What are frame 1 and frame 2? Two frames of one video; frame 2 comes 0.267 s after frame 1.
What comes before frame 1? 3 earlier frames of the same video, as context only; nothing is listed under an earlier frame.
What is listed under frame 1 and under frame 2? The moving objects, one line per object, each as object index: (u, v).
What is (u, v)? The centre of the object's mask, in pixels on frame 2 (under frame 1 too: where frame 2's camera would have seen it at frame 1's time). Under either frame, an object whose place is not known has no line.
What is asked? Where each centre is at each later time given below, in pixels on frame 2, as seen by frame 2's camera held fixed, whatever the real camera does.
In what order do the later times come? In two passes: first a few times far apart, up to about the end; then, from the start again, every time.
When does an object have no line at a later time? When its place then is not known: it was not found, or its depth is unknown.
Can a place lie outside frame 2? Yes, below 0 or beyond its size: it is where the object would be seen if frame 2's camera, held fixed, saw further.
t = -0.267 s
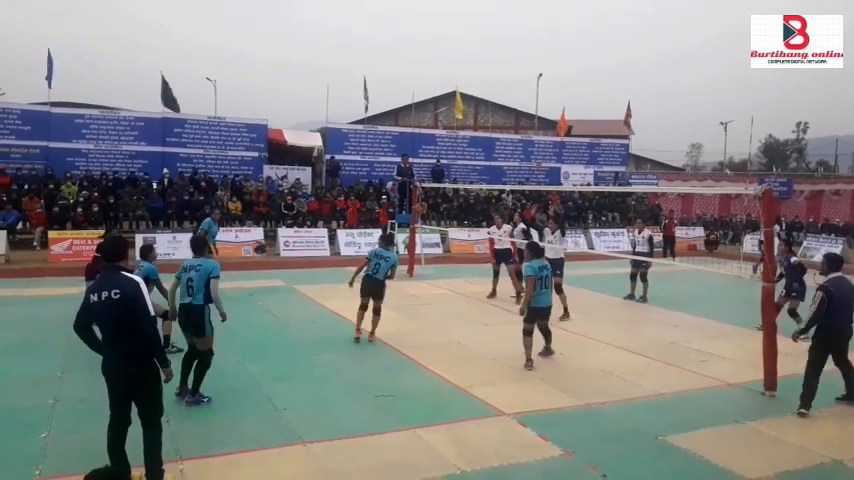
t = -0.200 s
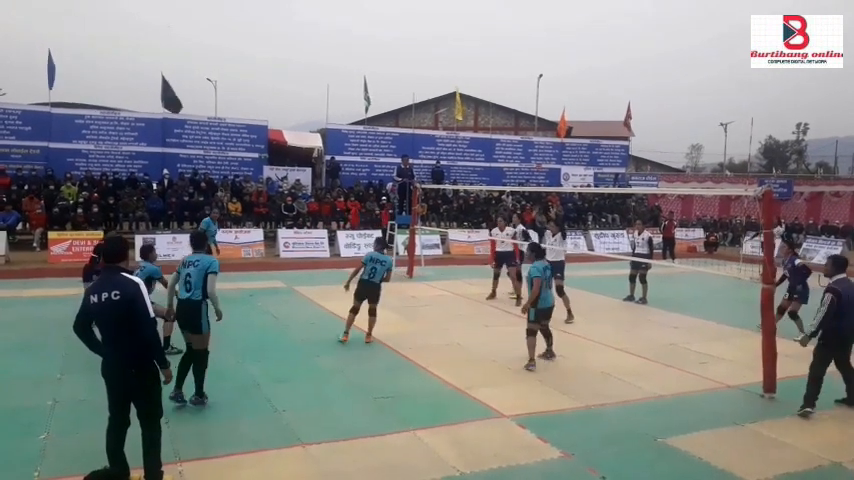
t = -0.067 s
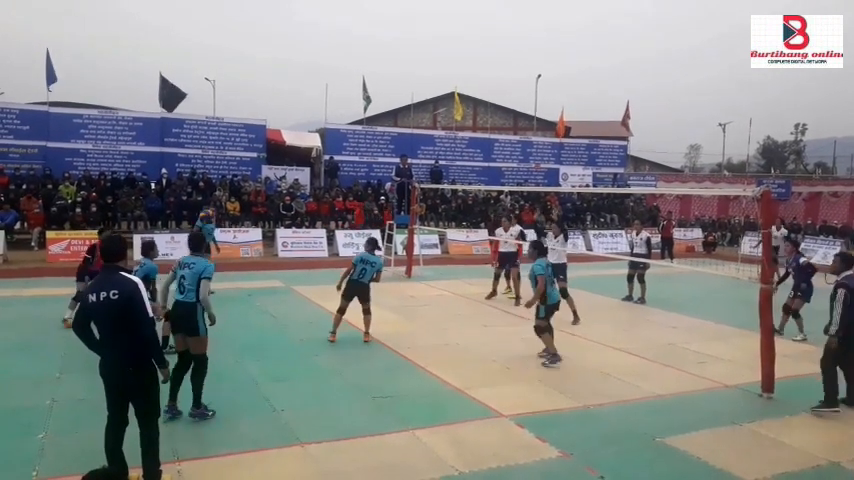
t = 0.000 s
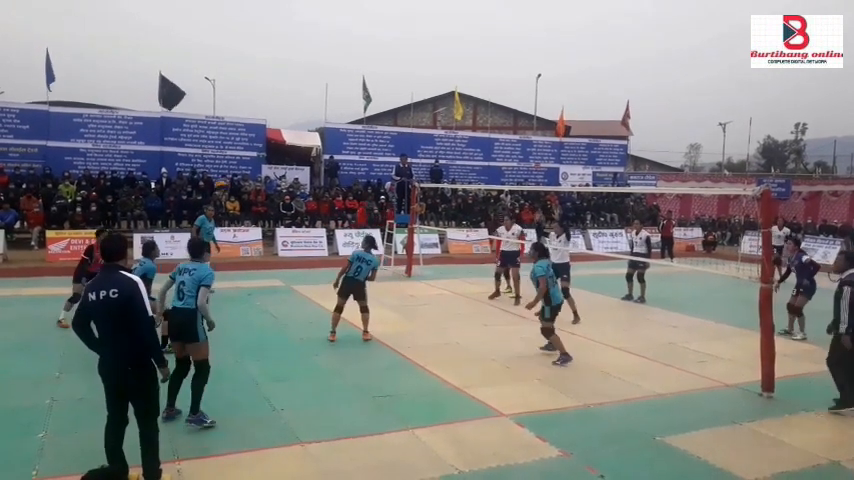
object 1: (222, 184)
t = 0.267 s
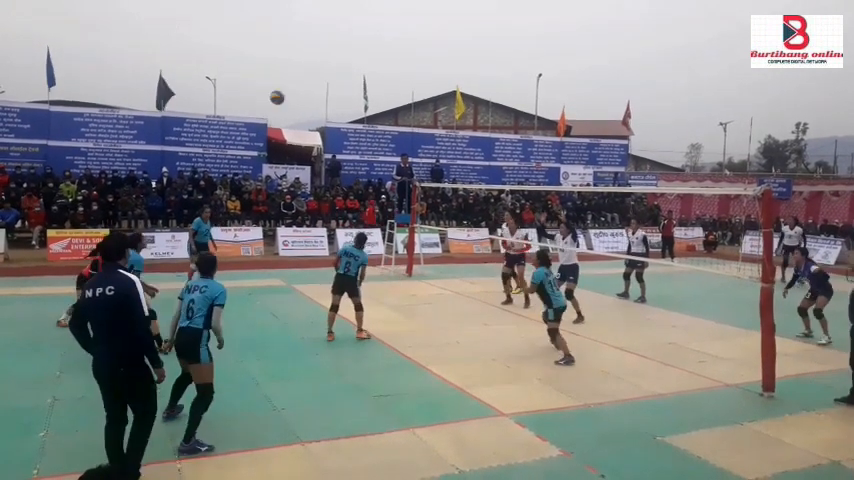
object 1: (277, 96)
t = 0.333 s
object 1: (289, 83)
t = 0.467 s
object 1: (312, 66)
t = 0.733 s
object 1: (353, 67)
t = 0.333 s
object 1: (289, 83)
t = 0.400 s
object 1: (301, 73)
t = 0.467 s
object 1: (312, 66)
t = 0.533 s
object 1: (323, 62)
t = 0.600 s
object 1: (333, 61)
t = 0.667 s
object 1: (343, 63)
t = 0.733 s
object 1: (353, 67)
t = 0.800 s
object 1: (362, 74)
